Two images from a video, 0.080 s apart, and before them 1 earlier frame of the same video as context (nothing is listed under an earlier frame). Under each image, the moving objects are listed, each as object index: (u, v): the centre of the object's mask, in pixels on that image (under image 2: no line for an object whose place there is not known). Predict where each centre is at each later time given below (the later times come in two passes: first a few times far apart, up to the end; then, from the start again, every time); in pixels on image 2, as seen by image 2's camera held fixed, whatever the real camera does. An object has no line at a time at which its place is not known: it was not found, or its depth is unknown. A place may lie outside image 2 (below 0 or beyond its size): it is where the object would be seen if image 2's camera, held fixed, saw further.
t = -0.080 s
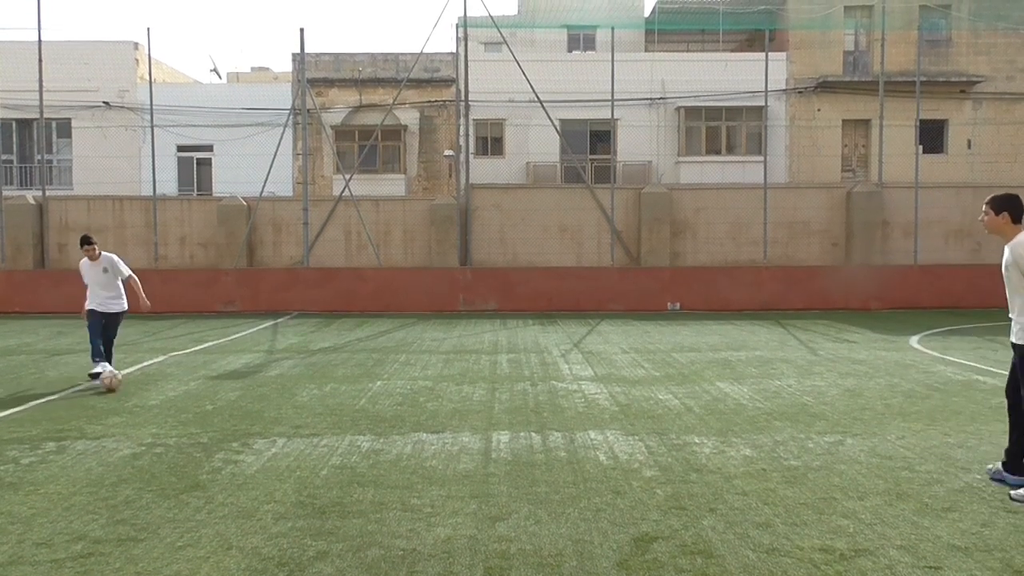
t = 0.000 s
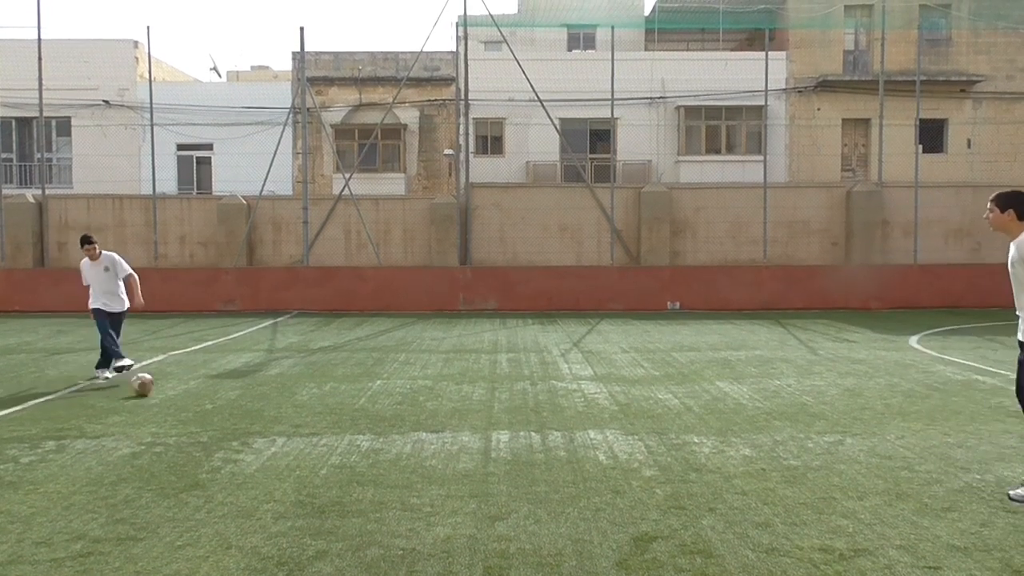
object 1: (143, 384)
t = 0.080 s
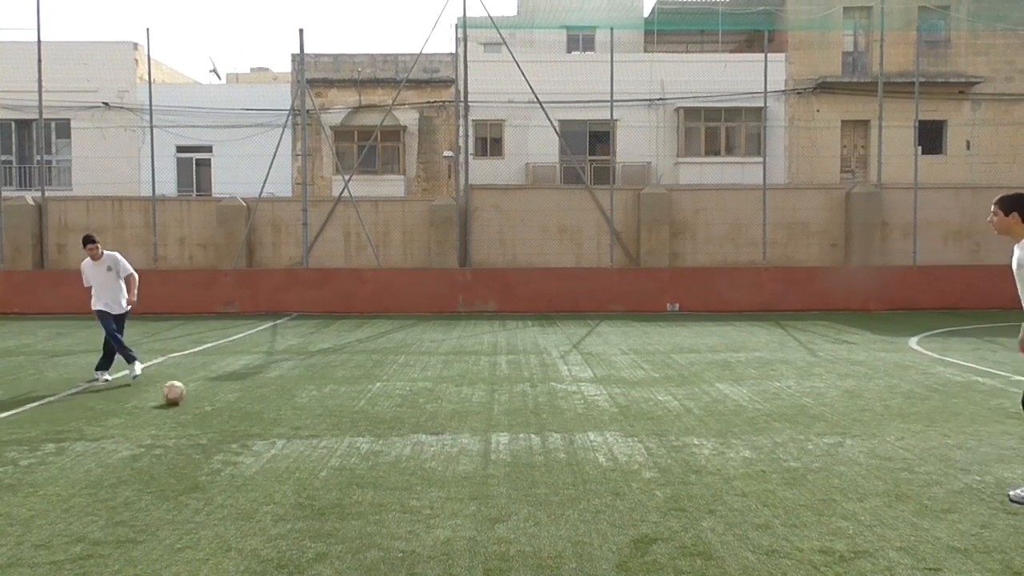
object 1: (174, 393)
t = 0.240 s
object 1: (237, 405)
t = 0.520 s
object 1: (349, 423)
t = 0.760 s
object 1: (459, 446)
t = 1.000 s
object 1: (591, 469)
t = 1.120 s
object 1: (670, 482)
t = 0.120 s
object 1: (190, 396)
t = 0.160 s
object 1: (205, 399)
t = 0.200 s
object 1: (221, 402)
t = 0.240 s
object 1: (237, 405)
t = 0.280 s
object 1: (252, 407)
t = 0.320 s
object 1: (268, 410)
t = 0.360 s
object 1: (284, 412)
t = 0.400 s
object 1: (300, 415)
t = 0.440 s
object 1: (315, 417)
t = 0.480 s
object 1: (332, 421)
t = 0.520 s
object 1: (349, 423)
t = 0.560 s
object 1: (366, 426)
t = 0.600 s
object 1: (382, 429)
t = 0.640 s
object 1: (401, 434)
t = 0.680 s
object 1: (420, 437)
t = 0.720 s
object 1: (439, 440)
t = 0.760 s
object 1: (459, 446)
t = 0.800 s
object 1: (481, 449)
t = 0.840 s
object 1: (501, 451)
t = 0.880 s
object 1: (523, 457)
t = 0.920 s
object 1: (547, 460)
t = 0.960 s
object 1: (568, 464)
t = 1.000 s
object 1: (591, 469)
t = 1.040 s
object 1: (618, 474)
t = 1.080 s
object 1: (644, 478)
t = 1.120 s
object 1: (670, 482)
